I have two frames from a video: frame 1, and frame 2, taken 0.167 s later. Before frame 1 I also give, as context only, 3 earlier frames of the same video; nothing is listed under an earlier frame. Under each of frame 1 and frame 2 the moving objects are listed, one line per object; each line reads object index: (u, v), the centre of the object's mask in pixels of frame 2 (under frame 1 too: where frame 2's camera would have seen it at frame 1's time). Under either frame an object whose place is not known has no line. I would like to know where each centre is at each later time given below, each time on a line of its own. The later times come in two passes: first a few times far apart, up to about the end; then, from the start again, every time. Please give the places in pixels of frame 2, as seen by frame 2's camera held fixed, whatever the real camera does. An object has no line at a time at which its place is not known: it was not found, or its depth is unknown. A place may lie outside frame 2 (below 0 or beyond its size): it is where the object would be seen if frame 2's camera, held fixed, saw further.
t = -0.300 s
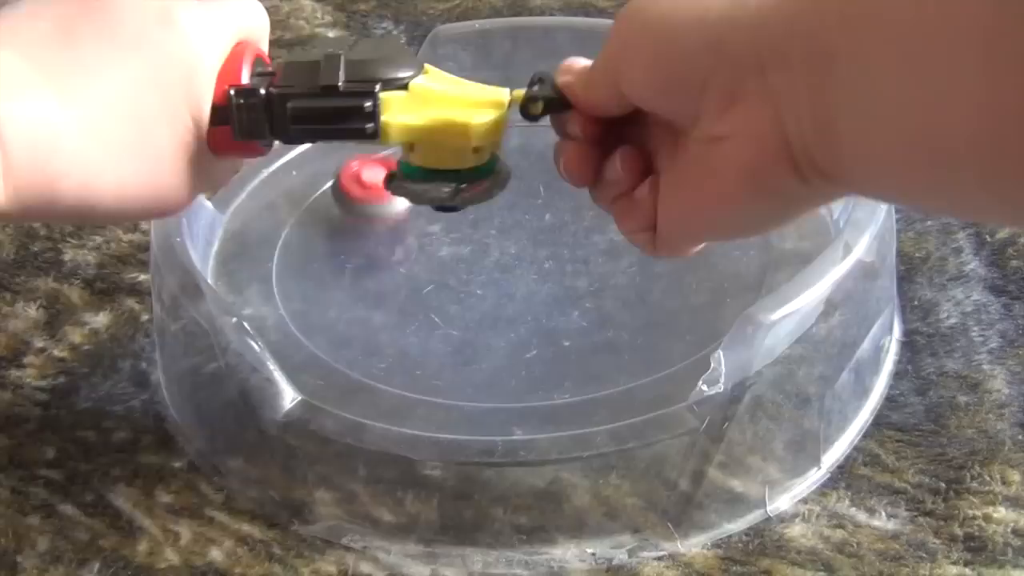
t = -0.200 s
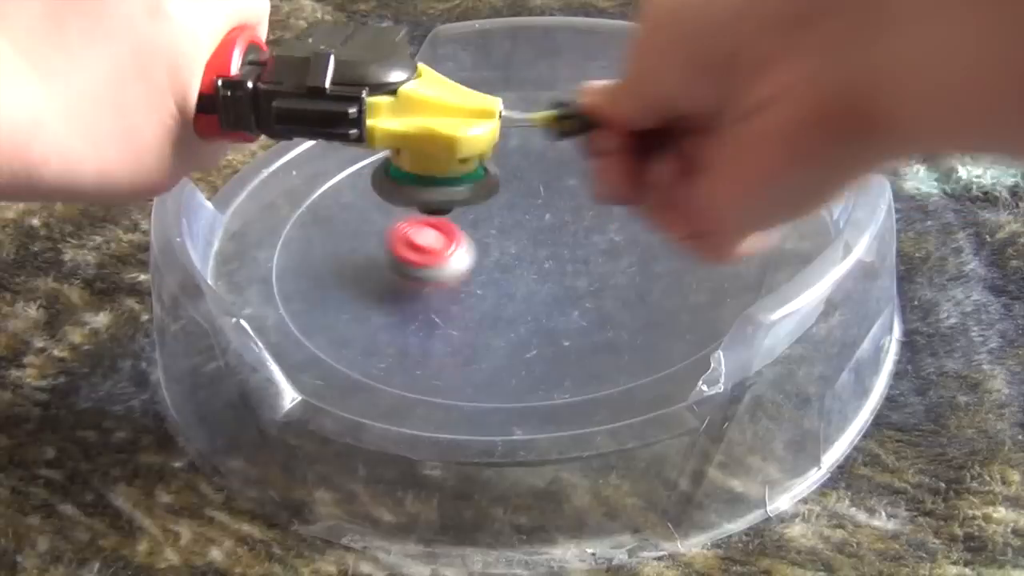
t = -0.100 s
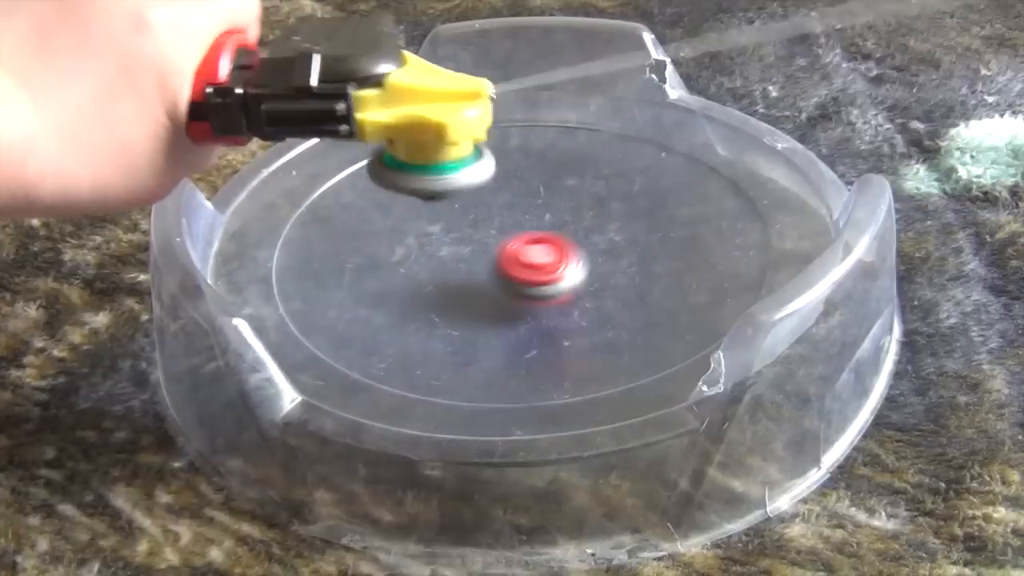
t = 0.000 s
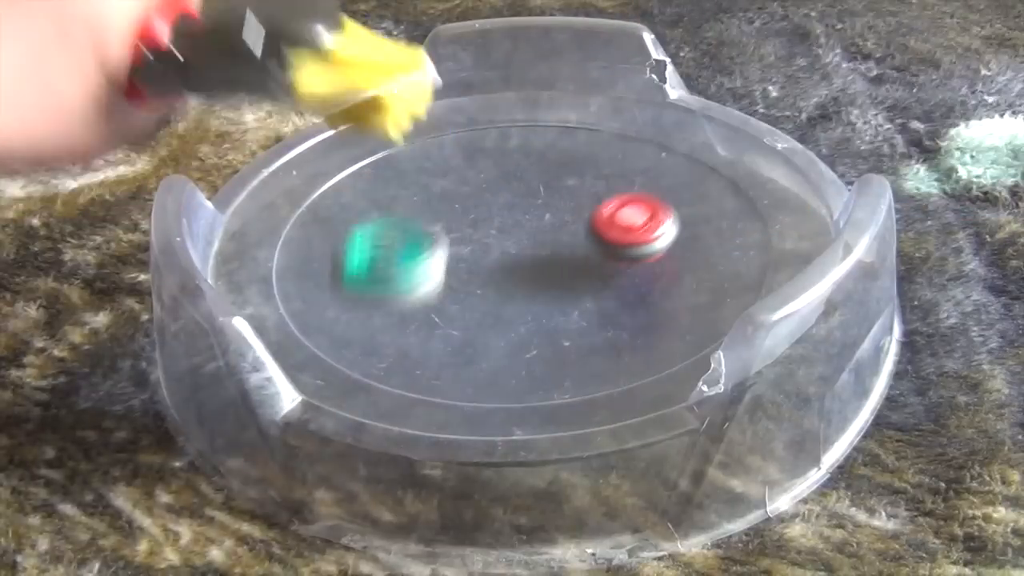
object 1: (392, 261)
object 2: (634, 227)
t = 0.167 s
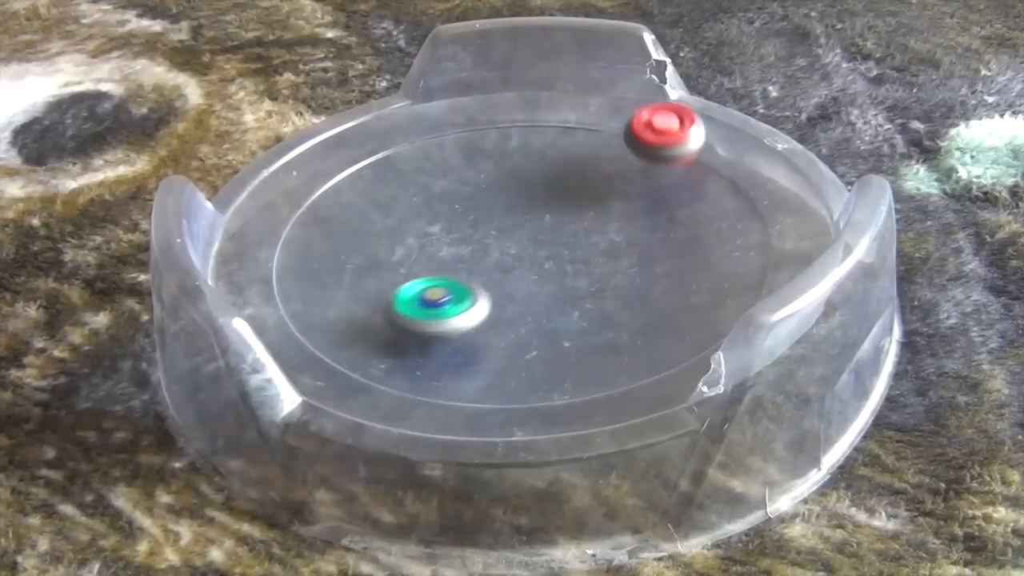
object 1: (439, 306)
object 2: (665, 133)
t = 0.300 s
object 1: (504, 285)
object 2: (564, 108)
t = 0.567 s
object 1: (519, 263)
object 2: (448, 188)
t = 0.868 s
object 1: (616, 304)
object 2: (458, 258)
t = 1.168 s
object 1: (716, 172)
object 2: (379, 256)
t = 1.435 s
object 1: (507, 122)
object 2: (570, 274)
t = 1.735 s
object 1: (333, 176)
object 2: (509, 172)
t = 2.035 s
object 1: (329, 277)
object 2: (442, 262)
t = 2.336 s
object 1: (536, 312)
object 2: (620, 216)
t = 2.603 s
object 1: (611, 220)
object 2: (502, 181)
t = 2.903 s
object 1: (490, 164)
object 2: (537, 278)
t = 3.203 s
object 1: (407, 237)
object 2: (627, 199)
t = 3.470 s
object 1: (522, 283)
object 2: (503, 220)
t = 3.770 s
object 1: (660, 227)
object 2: (466, 277)
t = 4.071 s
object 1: (581, 155)
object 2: (572, 268)
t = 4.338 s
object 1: (469, 181)
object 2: (556, 229)
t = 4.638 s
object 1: (252, 182)
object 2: (722, 225)
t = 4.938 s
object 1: (434, 304)
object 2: (663, 150)
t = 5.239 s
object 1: (652, 264)
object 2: (498, 243)
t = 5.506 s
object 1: (630, 174)
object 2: (612, 303)
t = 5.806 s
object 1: (478, 190)
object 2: (641, 232)
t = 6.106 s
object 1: (423, 286)
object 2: (540, 264)
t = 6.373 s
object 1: (424, 355)
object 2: (628, 212)
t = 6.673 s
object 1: (634, 332)
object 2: (485, 232)
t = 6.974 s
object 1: (666, 233)
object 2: (548, 284)
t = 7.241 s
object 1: (540, 201)
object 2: (581, 249)
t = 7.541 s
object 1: (417, 259)
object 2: (510, 242)
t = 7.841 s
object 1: (464, 334)
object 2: (524, 243)
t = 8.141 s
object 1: (602, 295)
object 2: (508, 241)
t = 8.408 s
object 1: (625, 233)
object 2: (458, 245)
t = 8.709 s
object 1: (500, 204)
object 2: (488, 274)
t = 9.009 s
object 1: (415, 255)
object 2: (531, 242)
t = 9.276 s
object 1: (470, 299)
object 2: (496, 228)
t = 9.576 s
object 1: (595, 288)
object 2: (475, 221)
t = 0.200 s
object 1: (458, 299)
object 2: (653, 117)
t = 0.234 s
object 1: (476, 293)
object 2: (626, 113)
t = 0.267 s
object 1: (491, 289)
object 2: (594, 109)
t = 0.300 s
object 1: (504, 285)
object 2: (564, 108)
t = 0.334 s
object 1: (511, 281)
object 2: (540, 109)
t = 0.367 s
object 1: (515, 278)
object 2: (520, 114)
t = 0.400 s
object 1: (518, 275)
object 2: (502, 124)
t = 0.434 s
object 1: (519, 271)
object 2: (485, 139)
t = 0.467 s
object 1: (519, 267)
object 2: (470, 157)
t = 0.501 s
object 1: (518, 262)
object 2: (459, 181)
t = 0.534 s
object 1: (513, 258)
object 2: (457, 202)
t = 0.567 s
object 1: (519, 263)
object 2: (448, 188)
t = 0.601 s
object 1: (533, 284)
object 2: (432, 168)
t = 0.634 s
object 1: (546, 302)
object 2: (419, 164)
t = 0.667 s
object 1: (558, 315)
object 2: (407, 175)
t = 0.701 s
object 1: (570, 323)
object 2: (406, 179)
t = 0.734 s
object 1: (581, 326)
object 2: (405, 191)
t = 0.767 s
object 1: (592, 327)
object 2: (408, 207)
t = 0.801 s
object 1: (601, 322)
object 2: (416, 227)
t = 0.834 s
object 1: (609, 315)
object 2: (434, 244)
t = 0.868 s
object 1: (616, 304)
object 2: (458, 258)
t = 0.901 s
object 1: (620, 291)
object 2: (488, 268)
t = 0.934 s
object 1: (625, 277)
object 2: (517, 272)
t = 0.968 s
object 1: (702, 256)
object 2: (472, 262)
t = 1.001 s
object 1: (775, 229)
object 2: (427, 249)
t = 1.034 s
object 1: (785, 195)
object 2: (398, 237)
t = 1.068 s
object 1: (771, 175)
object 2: (380, 235)
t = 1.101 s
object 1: (756, 174)
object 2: (373, 237)
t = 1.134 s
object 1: (738, 184)
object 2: (373, 245)
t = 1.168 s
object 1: (716, 172)
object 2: (379, 256)
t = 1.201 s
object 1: (694, 161)
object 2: (389, 268)
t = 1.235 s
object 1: (668, 152)
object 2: (406, 281)
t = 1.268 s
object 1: (641, 143)
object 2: (430, 291)
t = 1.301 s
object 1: (614, 136)
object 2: (459, 296)
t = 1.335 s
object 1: (587, 130)
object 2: (492, 297)
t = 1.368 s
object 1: (559, 126)
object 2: (522, 294)
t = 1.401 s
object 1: (533, 123)
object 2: (550, 286)
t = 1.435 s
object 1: (507, 122)
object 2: (570, 274)
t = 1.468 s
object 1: (483, 123)
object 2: (585, 259)
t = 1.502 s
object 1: (459, 125)
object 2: (594, 244)
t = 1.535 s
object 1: (437, 129)
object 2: (597, 228)
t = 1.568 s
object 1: (416, 134)
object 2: (593, 213)
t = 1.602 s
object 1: (396, 141)
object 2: (584, 200)
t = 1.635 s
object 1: (378, 148)
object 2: (569, 188)
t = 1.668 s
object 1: (361, 156)
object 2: (552, 179)
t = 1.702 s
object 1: (346, 166)
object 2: (531, 174)
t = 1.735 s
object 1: (333, 176)
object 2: (509, 172)
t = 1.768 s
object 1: (323, 187)
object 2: (487, 173)
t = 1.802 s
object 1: (314, 197)
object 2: (465, 178)
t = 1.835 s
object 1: (309, 208)
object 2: (446, 186)
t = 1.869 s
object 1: (306, 220)
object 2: (431, 196)
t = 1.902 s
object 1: (304, 232)
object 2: (420, 208)
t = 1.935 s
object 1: (306, 244)
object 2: (416, 222)
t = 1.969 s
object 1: (310, 255)
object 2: (418, 237)
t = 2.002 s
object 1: (319, 267)
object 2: (428, 250)
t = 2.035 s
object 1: (329, 277)
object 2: (442, 262)
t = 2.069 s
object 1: (343, 287)
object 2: (463, 272)
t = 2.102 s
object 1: (361, 297)
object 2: (488, 278)
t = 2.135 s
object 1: (382, 306)
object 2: (517, 279)
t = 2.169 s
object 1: (406, 313)
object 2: (545, 276)
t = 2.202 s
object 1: (431, 318)
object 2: (571, 269)
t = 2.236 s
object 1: (459, 320)
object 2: (592, 258)
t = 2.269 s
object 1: (485, 320)
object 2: (607, 245)
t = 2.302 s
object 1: (511, 317)
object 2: (616, 230)
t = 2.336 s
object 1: (536, 312)
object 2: (620, 216)
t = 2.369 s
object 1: (558, 304)
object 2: (617, 202)
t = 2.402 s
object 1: (577, 294)
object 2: (609, 191)
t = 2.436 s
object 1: (591, 283)
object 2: (597, 181)
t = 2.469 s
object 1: (603, 270)
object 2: (580, 175)
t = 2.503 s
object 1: (611, 257)
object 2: (560, 171)
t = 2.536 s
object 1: (613, 244)
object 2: (540, 171)
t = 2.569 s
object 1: (614, 232)
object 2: (520, 175)
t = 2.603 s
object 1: (611, 220)
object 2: (502, 181)
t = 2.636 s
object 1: (605, 208)
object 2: (485, 190)
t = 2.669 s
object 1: (596, 197)
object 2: (472, 201)
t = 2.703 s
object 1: (585, 187)
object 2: (463, 215)
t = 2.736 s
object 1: (572, 179)
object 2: (460, 229)
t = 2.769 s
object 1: (557, 173)
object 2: (465, 242)
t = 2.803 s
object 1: (541, 168)
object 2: (475, 255)
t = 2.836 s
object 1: (524, 165)
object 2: (492, 267)
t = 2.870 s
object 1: (507, 163)
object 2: (513, 274)
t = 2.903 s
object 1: (490, 164)
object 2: (537, 278)
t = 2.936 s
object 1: (473, 167)
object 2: (562, 277)
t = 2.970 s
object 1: (458, 171)
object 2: (585, 272)
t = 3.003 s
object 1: (444, 177)
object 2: (606, 264)
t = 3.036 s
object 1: (431, 185)
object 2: (622, 254)
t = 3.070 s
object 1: (421, 194)
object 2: (634, 241)
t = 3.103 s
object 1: (413, 204)
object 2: (640, 229)
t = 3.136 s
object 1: (407, 215)
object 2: (641, 218)
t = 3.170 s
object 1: (406, 226)
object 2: (637, 207)
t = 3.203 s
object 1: (407, 237)
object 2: (627, 199)
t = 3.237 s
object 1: (413, 247)
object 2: (615, 194)
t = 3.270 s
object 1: (421, 257)
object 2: (599, 190)
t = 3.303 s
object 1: (434, 265)
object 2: (582, 189)
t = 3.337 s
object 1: (448, 272)
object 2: (564, 191)
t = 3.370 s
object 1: (465, 278)
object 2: (546, 195)
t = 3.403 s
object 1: (483, 282)
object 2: (530, 201)
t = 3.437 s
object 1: (502, 283)
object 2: (515, 210)
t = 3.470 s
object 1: (522, 283)
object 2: (503, 220)
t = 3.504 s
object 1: (543, 280)
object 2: (491, 231)
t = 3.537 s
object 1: (570, 281)
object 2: (479, 230)
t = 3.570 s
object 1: (593, 282)
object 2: (464, 232)
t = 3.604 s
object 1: (614, 278)
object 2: (455, 237)
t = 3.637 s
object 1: (630, 272)
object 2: (450, 244)
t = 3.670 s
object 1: (643, 262)
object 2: (450, 252)
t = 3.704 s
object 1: (651, 251)
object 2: (453, 261)
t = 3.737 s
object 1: (657, 239)
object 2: (458, 270)
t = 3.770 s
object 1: (660, 227)
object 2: (466, 277)
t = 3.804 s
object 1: (659, 216)
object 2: (478, 282)
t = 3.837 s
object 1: (656, 204)
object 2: (491, 286)
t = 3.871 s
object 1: (652, 194)
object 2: (506, 288)
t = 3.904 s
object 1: (644, 184)
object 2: (521, 288)
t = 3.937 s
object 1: (634, 176)
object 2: (535, 287)
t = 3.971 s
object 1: (623, 169)
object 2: (547, 283)
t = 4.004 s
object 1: (610, 163)
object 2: (557, 279)
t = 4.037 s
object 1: (596, 158)
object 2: (565, 273)
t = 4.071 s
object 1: (581, 155)
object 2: (572, 268)
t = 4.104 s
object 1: (566, 154)
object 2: (576, 262)
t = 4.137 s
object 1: (552, 153)
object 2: (578, 256)
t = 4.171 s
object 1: (537, 155)
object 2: (578, 250)
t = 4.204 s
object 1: (522, 157)
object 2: (577, 244)
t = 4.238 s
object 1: (507, 161)
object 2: (573, 239)
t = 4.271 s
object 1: (493, 167)
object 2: (568, 236)
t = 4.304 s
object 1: (480, 173)
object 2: (562, 232)
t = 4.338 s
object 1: (469, 181)
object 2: (556, 229)
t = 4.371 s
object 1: (459, 189)
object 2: (547, 227)
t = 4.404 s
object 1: (450, 199)
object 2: (537, 226)
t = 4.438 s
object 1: (443, 209)
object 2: (530, 226)
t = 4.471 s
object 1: (397, 197)
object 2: (586, 241)
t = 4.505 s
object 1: (348, 183)
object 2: (636, 250)
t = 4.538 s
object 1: (307, 174)
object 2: (671, 252)
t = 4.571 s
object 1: (276, 172)
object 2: (695, 247)
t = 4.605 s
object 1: (254, 175)
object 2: (711, 239)
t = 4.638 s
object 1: (252, 182)
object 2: (722, 225)
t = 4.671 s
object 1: (266, 193)
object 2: (730, 212)
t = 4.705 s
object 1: (284, 203)
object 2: (734, 199)
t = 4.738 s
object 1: (302, 220)
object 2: (733, 186)
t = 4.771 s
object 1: (322, 236)
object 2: (728, 174)
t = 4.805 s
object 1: (342, 253)
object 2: (721, 164)
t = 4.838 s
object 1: (365, 267)
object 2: (711, 158)
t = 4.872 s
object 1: (389, 282)
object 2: (698, 153)
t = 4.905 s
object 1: (411, 295)
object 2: (682, 150)
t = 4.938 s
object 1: (434, 304)
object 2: (663, 150)
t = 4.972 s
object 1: (461, 311)
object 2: (642, 151)
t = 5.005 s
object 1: (489, 314)
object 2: (619, 156)
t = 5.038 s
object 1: (517, 315)
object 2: (595, 162)
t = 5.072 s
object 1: (546, 313)
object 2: (571, 172)
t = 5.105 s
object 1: (573, 308)
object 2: (548, 184)
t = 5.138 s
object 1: (598, 300)
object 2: (531, 197)
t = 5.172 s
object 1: (619, 289)
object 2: (516, 211)
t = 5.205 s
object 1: (637, 277)
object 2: (506, 227)
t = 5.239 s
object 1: (652, 264)
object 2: (498, 243)
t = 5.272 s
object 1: (661, 252)
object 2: (498, 258)
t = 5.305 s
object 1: (667, 238)
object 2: (502, 272)
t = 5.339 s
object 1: (670, 225)
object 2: (512, 284)
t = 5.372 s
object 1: (668, 212)
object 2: (527, 294)
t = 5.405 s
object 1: (663, 200)
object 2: (545, 302)
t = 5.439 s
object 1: (654, 190)
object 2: (566, 306)
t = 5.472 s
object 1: (644, 180)
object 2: (589, 306)
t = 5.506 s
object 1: (630, 174)
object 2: (612, 303)
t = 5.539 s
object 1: (615, 168)
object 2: (634, 297)
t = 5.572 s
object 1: (598, 164)
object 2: (653, 289)
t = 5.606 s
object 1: (581, 161)
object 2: (667, 280)
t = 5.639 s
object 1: (563, 162)
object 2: (676, 270)
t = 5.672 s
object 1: (544, 164)
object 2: (679, 261)
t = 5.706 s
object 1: (525, 168)
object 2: (677, 251)
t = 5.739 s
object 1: (508, 174)
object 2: (670, 243)
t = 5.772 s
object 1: (492, 180)
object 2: (658, 236)
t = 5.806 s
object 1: (478, 190)
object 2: (641, 232)
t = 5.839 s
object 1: (466, 199)
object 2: (622, 230)
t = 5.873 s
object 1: (456, 211)
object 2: (601, 231)
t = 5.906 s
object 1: (450, 222)
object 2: (580, 234)
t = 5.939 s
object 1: (447, 235)
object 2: (558, 238)
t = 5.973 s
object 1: (445, 246)
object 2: (540, 244)
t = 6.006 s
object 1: (428, 255)
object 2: (546, 250)
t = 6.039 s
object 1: (419, 264)
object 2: (546, 255)
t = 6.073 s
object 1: (418, 275)
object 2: (543, 260)
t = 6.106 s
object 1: (423, 286)
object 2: (540, 264)
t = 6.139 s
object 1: (435, 295)
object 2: (537, 268)
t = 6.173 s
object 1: (449, 304)
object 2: (536, 272)
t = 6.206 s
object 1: (428, 316)
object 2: (581, 260)
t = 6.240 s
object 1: (407, 327)
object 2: (613, 248)
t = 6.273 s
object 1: (396, 336)
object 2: (631, 238)
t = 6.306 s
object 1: (395, 343)
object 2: (638, 228)
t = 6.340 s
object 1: (405, 350)
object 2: (636, 221)
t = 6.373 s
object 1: (424, 355)
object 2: (628, 212)
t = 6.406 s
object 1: (446, 359)
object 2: (615, 206)
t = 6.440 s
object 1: (472, 362)
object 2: (599, 202)
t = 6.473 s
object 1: (498, 364)
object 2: (581, 200)
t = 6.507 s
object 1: (524, 364)
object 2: (563, 200)
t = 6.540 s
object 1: (549, 361)
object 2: (545, 202)
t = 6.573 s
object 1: (574, 355)
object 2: (527, 207)
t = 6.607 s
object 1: (596, 349)
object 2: (511, 214)
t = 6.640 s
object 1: (617, 340)
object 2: (497, 223)
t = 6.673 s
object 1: (634, 332)
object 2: (485, 232)
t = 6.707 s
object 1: (649, 322)
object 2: (480, 242)
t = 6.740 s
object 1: (662, 311)
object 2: (478, 253)
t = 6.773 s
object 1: (671, 299)
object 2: (482, 263)
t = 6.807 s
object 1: (678, 287)
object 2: (489, 271)
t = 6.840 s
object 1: (682, 275)
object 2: (499, 277)
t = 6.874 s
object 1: (682, 264)
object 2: (512, 282)
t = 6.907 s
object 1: (679, 253)
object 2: (524, 285)
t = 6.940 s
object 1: (674, 242)
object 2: (537, 285)
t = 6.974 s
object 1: (666, 233)
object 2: (548, 284)
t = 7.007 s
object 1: (655, 225)
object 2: (558, 282)
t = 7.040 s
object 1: (642, 218)
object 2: (567, 279)
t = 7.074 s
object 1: (628, 212)
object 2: (574, 275)
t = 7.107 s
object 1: (612, 207)
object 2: (579, 270)
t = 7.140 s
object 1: (595, 204)
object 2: (582, 265)
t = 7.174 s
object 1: (577, 202)
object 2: (583, 259)
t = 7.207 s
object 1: (559, 201)
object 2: (583, 255)
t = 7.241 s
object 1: (540, 201)
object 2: (581, 249)
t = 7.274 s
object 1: (522, 203)
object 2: (577, 245)
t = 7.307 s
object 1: (504, 207)
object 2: (571, 242)
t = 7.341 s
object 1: (486, 211)
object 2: (564, 239)
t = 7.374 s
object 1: (469, 216)
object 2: (556, 237)
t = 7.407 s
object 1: (454, 224)
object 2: (546, 236)
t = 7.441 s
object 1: (441, 231)
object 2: (536, 236)
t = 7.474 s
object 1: (430, 240)
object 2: (526, 237)
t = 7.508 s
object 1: (422, 249)
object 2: (517, 239)
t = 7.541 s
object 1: (417, 259)
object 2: (510, 242)
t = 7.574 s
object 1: (414, 269)
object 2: (503, 245)
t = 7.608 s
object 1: (415, 278)
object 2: (498, 249)
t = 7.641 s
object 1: (418, 288)
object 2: (494, 253)
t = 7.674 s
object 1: (420, 298)
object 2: (497, 254)
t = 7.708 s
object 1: (415, 309)
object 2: (511, 250)
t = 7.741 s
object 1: (418, 318)
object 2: (519, 248)
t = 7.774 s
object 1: (430, 325)
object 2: (524, 246)
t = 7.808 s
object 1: (446, 330)
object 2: (525, 245)
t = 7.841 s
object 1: (464, 334)
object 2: (524, 243)
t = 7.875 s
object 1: (484, 336)
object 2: (523, 241)
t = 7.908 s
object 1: (503, 336)
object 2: (520, 239)
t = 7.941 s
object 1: (523, 335)
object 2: (518, 238)
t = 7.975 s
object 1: (541, 331)
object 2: (515, 237)
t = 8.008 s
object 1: (558, 326)
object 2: (512, 237)
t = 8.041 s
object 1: (572, 320)
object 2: (510, 237)
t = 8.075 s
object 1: (585, 312)
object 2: (509, 238)
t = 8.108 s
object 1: (594, 304)
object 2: (508, 239)
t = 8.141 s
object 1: (602, 295)
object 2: (508, 241)
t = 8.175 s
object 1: (607, 287)
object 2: (507, 242)
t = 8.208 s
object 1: (610, 277)
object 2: (507, 243)
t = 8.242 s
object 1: (610, 268)
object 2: (508, 244)
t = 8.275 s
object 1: (608, 260)
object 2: (509, 244)
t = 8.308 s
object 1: (613, 252)
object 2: (504, 243)
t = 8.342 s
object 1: (623, 246)
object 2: (482, 241)
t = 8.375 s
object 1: (627, 239)
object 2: (467, 241)
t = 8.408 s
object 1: (625, 233)
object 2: (458, 245)
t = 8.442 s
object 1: (616, 226)
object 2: (455, 250)
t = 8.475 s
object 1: (605, 220)
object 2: (454, 254)
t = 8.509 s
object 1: (593, 214)
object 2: (454, 259)
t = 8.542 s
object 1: (578, 210)
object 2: (456, 263)
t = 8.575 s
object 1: (563, 206)
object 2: (460, 267)
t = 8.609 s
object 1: (548, 204)
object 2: (465, 270)
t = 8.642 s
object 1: (532, 203)
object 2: (472, 272)
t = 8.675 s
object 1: (516, 203)
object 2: (479, 273)
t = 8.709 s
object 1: (500, 204)
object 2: (488, 274)
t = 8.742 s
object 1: (485, 206)
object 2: (496, 273)
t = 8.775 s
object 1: (471, 210)
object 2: (505, 272)
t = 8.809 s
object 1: (457, 214)
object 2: (513, 269)
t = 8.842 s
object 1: (445, 220)
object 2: (521, 266)
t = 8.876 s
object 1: (436, 226)
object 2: (526, 262)
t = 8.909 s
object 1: (428, 232)
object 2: (530, 257)
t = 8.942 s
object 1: (421, 239)
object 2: (532, 252)
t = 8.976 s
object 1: (417, 247)
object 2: (532, 247)
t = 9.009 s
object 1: (415, 255)
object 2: (531, 242)
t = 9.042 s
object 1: (416, 262)
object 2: (529, 238)
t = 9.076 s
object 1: (417, 269)
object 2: (526, 235)
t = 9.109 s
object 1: (422, 276)
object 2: (522, 232)
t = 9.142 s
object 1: (428, 282)
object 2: (517, 230)
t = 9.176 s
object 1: (435, 288)
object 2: (512, 228)
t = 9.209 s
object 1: (445, 293)
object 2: (506, 227)
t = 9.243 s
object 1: (457, 297)
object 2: (501, 227)
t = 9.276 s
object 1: (470, 299)
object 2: (496, 228)
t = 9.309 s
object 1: (483, 301)
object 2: (492, 230)
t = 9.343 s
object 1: (497, 301)
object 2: (489, 232)
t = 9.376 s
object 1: (511, 299)
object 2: (487, 235)
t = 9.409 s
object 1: (525, 297)
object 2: (487, 238)
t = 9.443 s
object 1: (537, 293)
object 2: (489, 240)
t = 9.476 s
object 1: (549, 288)
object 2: (491, 241)
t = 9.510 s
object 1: (566, 289)
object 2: (487, 234)
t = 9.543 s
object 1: (583, 291)
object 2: (479, 225)
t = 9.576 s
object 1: (595, 288)
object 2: (475, 221)
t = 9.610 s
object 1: (605, 283)
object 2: (471, 221)
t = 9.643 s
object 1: (612, 275)
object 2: (466, 221)
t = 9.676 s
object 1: (618, 265)
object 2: (461, 223)
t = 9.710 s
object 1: (620, 254)
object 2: (458, 224)
